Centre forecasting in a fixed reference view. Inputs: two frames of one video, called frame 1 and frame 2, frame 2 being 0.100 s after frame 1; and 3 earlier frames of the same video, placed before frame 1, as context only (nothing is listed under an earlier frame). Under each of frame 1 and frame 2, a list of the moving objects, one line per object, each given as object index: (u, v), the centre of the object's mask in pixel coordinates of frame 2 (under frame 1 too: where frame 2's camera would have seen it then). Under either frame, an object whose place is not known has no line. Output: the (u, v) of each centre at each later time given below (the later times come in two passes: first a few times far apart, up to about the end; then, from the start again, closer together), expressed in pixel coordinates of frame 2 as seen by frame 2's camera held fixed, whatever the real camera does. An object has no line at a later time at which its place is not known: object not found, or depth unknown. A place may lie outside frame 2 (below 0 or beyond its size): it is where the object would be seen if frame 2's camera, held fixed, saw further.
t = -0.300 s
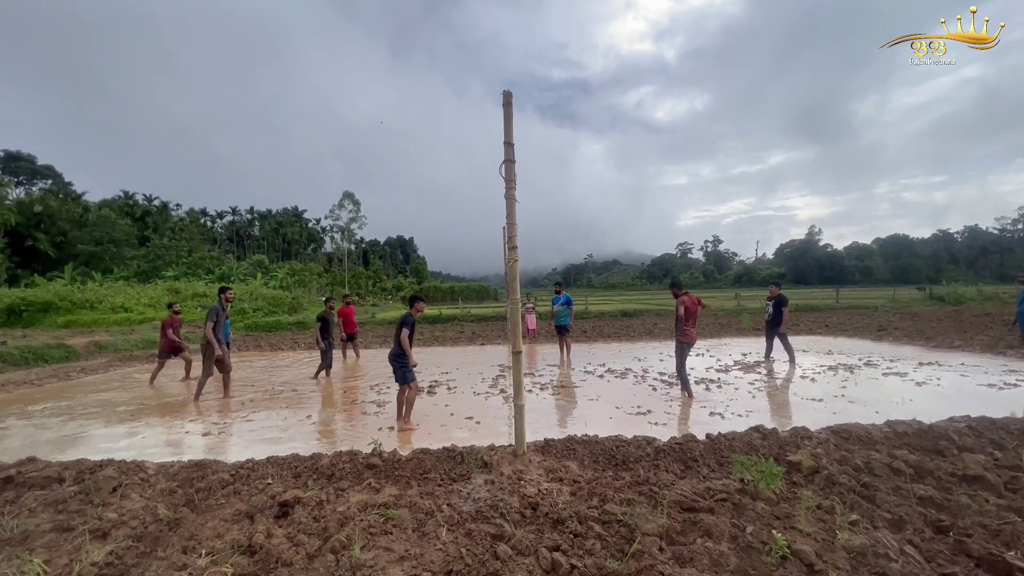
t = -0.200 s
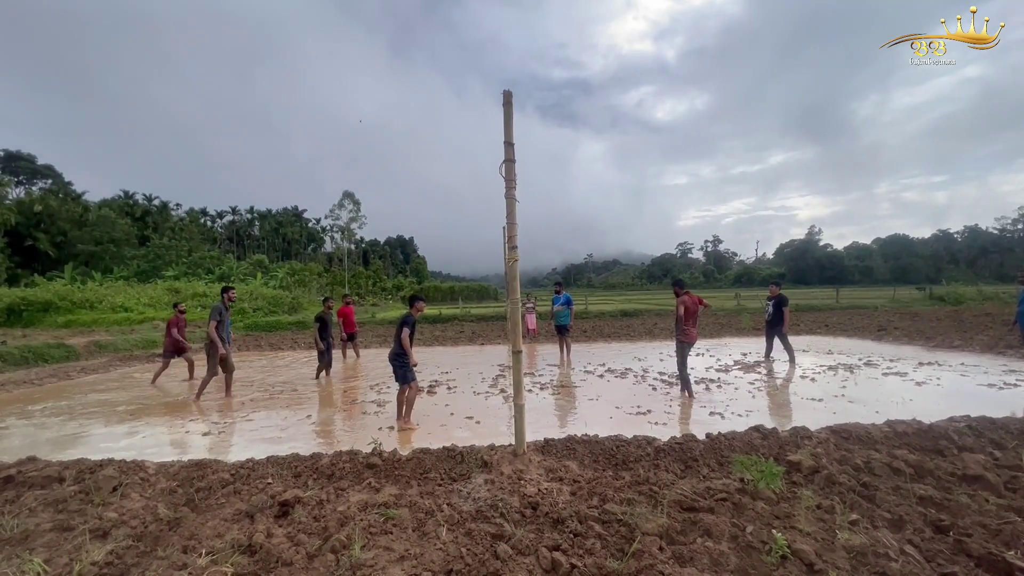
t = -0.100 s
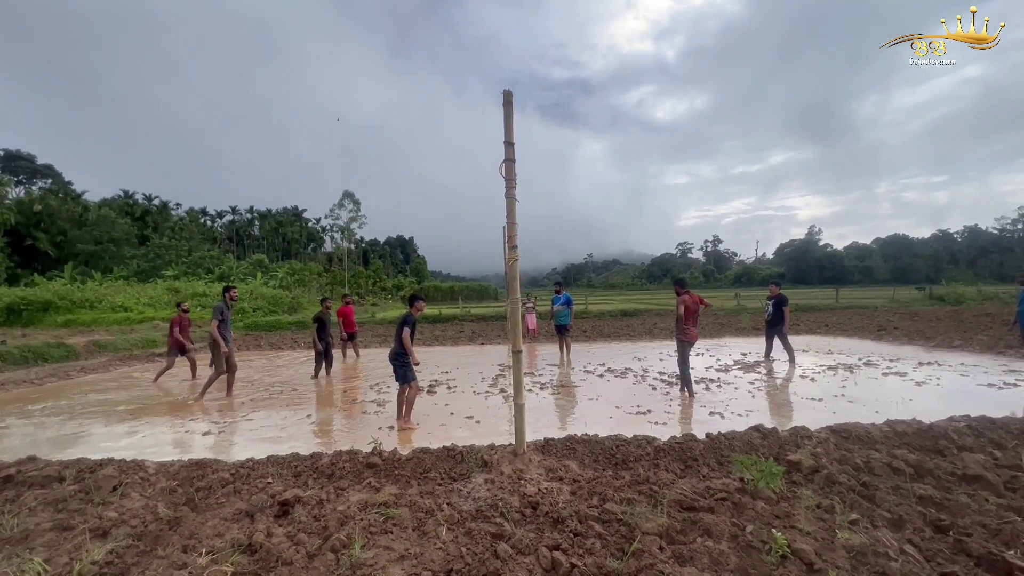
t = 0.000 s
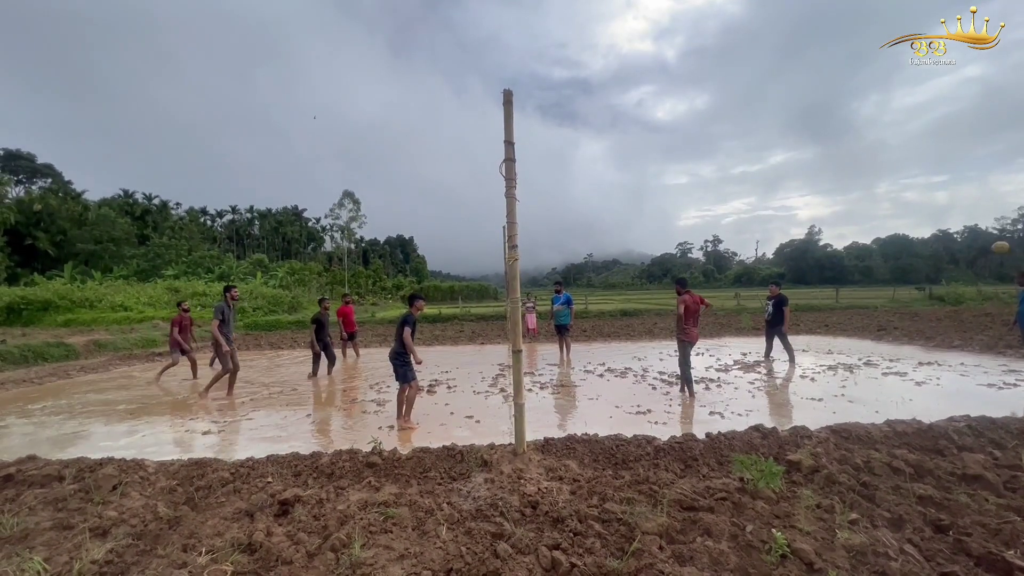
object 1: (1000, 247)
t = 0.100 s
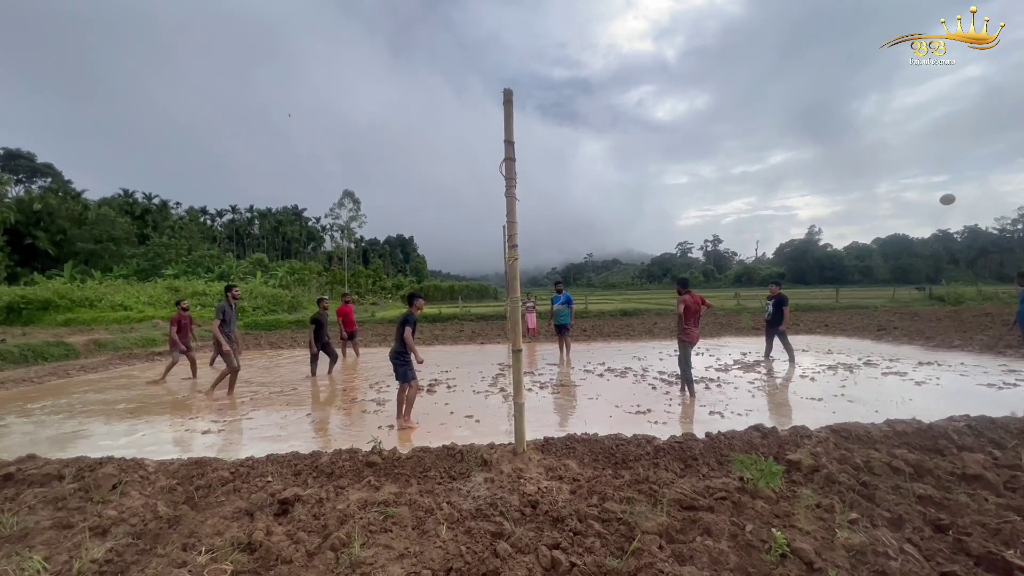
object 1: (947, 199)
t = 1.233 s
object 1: (494, 73)
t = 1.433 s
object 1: (434, 115)
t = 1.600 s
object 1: (388, 163)
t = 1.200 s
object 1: (504, 67)
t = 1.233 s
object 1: (494, 73)
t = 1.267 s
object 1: (483, 79)
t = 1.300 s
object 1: (473, 85)
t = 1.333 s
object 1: (463, 92)
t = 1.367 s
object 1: (453, 99)
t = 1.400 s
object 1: (444, 106)
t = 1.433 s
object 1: (434, 115)
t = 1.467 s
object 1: (425, 123)
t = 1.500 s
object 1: (415, 133)
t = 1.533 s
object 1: (406, 142)
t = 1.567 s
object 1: (397, 152)
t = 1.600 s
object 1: (388, 163)
